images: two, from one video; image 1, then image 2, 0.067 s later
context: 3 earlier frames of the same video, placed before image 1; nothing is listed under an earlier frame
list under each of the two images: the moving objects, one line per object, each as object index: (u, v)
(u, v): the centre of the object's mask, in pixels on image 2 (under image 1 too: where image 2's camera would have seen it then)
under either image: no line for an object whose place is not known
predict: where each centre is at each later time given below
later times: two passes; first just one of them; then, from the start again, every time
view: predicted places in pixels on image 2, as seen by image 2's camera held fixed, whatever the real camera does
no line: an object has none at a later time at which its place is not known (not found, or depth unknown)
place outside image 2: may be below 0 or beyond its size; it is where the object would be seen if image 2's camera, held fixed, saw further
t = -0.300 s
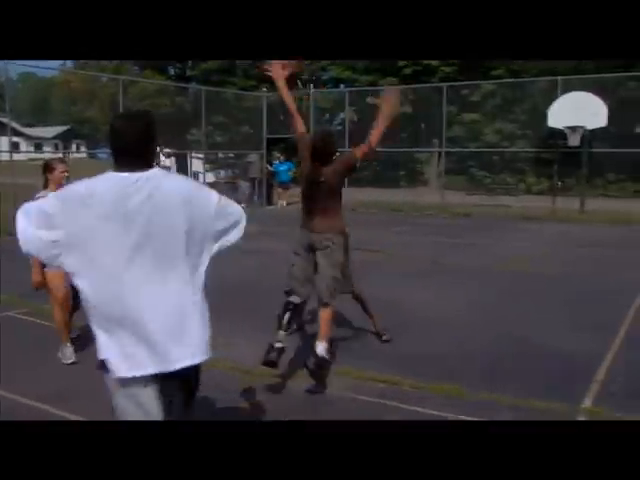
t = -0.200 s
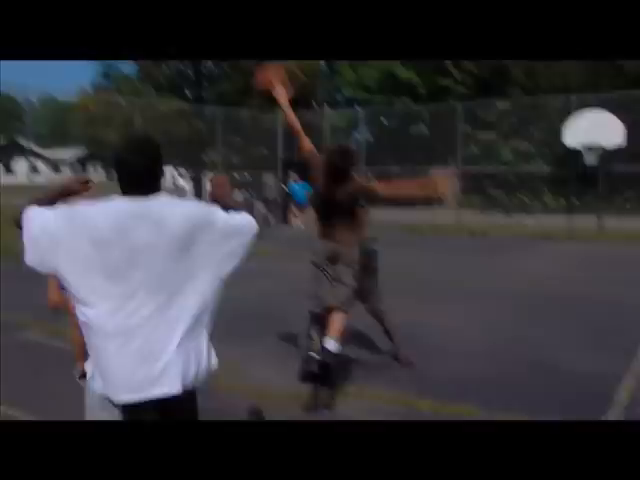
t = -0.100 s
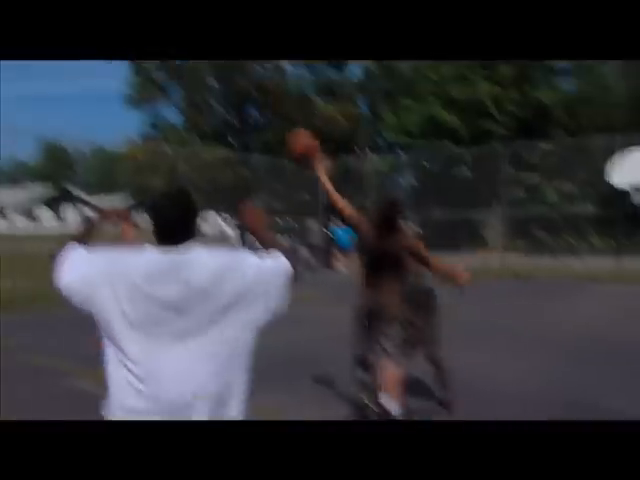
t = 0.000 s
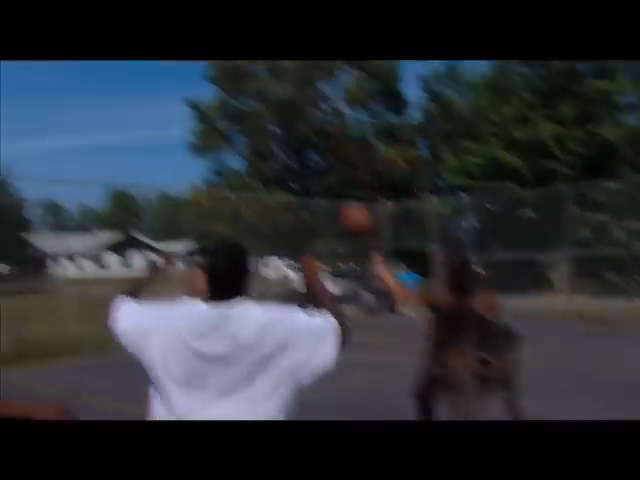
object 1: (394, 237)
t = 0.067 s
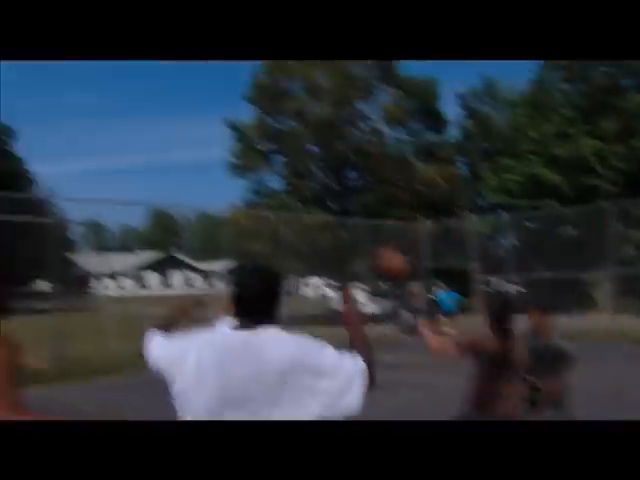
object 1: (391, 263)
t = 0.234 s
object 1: (383, 343)
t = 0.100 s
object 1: (389, 278)
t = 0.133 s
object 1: (387, 293)
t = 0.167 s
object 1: (386, 308)
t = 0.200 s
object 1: (383, 327)
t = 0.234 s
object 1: (383, 343)
